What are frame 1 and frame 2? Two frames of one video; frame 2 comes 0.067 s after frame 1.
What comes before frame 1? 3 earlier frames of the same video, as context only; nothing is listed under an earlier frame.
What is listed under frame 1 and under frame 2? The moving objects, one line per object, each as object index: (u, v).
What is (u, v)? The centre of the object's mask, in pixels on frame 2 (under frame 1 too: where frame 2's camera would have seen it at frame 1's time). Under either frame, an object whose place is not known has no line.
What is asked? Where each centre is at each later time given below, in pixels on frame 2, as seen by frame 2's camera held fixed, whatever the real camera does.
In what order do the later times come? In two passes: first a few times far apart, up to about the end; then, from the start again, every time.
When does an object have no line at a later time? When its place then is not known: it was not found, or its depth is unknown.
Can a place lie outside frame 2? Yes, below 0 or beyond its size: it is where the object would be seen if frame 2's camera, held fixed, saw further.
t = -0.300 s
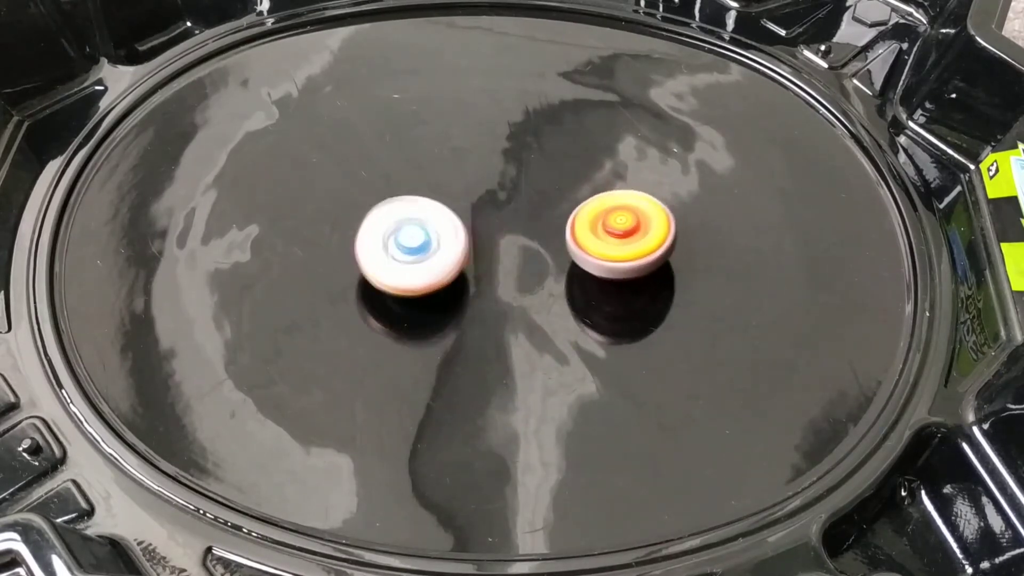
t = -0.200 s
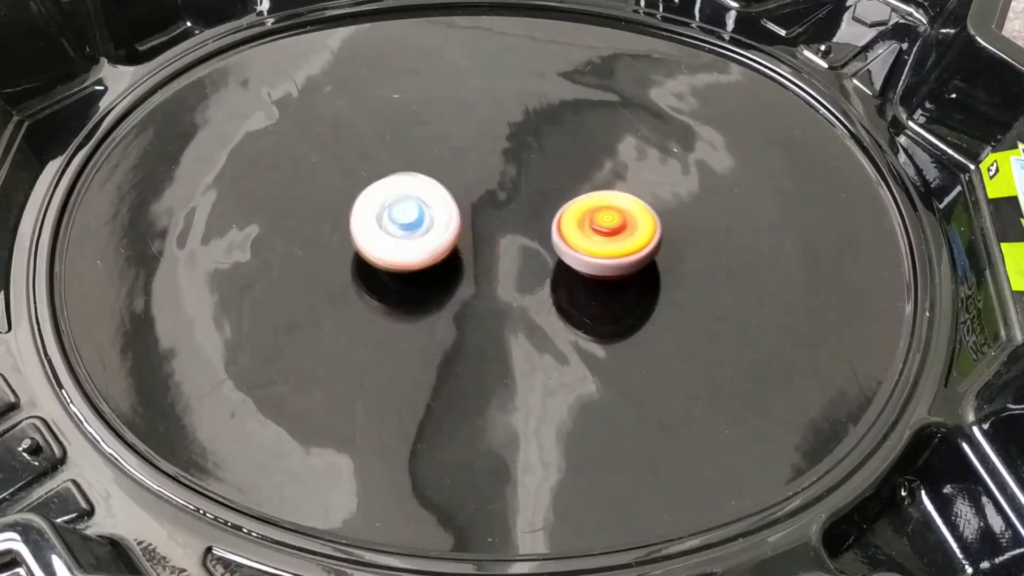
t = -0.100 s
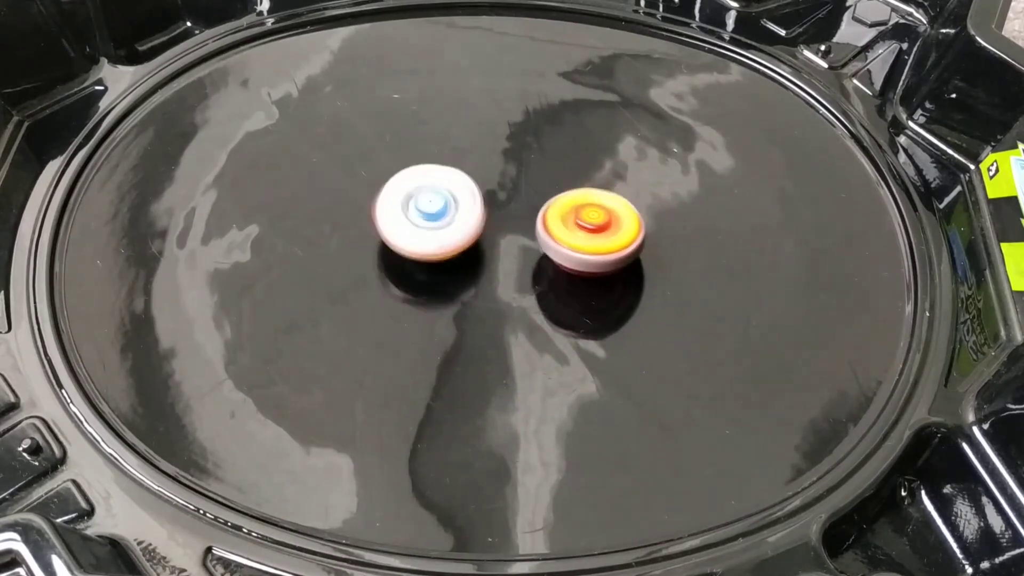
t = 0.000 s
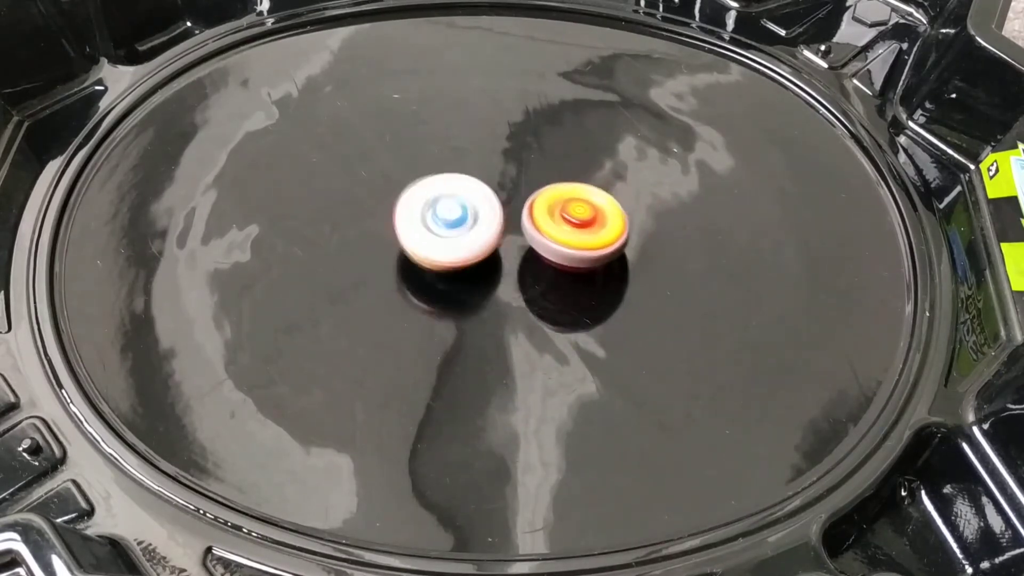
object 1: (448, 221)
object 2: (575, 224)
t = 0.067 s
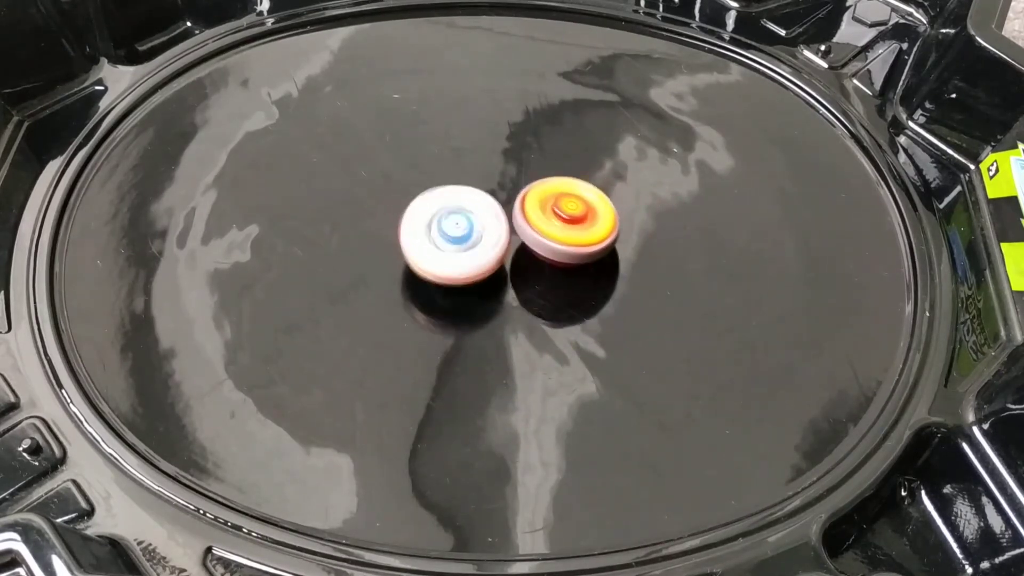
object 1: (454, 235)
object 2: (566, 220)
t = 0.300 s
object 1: (429, 286)
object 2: (543, 200)
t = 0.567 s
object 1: (394, 253)
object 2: (535, 184)
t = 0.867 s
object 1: (396, 263)
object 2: (553, 190)
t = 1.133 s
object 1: (378, 228)
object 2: (533, 212)
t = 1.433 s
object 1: (415, 271)
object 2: (553, 223)
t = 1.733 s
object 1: (415, 296)
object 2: (534, 212)
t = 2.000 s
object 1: (450, 280)
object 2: (526, 201)
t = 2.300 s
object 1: (427, 293)
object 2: (526, 200)
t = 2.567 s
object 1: (423, 278)
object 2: (529, 203)
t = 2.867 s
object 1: (378, 274)
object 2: (543, 191)
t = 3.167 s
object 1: (358, 229)
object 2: (530, 193)
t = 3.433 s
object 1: (433, 283)
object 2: (527, 202)
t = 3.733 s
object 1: (412, 316)
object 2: (507, 204)
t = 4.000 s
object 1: (441, 283)
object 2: (499, 194)
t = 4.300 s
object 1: (468, 307)
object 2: (501, 183)
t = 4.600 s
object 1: (454, 326)
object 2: (490, 194)
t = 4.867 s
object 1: (475, 294)
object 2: (478, 180)
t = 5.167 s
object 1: (498, 309)
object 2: (472, 173)
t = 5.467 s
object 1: (517, 272)
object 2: (466, 186)
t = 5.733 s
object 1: (560, 271)
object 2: (449, 194)
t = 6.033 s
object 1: (519, 271)
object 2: (435, 187)
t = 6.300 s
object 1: (519, 276)
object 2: (431, 182)
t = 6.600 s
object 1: (474, 286)
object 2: (421, 198)
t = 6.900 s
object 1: (467, 276)
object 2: (399, 186)
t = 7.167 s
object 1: (494, 279)
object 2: (399, 190)
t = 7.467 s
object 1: (502, 287)
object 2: (394, 212)
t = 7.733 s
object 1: (500, 276)
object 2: (379, 232)
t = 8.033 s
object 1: (521, 276)
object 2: (378, 233)
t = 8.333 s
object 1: (506, 281)
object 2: (382, 247)
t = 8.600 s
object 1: (546, 279)
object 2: (370, 265)
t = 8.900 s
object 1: (573, 302)
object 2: (390, 271)
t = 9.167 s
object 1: (513, 267)
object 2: (385, 281)
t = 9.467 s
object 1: (505, 204)
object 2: (398, 276)
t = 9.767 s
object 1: (514, 237)
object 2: (403, 290)
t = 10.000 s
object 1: (532, 229)
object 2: (350, 321)
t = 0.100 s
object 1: (456, 243)
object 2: (562, 217)
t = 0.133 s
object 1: (456, 252)
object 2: (558, 214)
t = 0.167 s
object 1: (455, 263)
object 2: (554, 211)
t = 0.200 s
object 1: (452, 272)
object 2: (551, 208)
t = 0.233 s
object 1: (446, 279)
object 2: (548, 205)
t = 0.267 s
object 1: (438, 283)
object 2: (545, 203)
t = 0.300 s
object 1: (429, 286)
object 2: (543, 200)
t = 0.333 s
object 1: (419, 286)
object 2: (541, 197)
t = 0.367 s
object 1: (410, 286)
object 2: (539, 194)
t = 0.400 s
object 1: (402, 284)
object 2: (538, 192)
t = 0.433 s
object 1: (397, 279)
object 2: (537, 189)
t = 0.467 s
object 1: (394, 273)
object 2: (537, 187)
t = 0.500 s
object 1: (391, 266)
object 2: (536, 186)
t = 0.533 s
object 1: (391, 260)
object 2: (536, 184)
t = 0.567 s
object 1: (394, 253)
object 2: (535, 184)
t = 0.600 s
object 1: (400, 248)
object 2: (534, 184)
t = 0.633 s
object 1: (408, 243)
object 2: (533, 184)
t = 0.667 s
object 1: (418, 240)
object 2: (531, 185)
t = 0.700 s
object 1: (428, 238)
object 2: (530, 186)
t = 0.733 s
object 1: (438, 239)
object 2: (530, 186)
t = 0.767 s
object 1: (432, 248)
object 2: (539, 184)
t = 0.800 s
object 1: (420, 256)
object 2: (549, 184)
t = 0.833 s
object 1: (408, 261)
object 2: (553, 187)
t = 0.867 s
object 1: (396, 263)
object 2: (553, 190)
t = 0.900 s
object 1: (384, 262)
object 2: (552, 193)
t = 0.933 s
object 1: (373, 259)
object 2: (550, 195)
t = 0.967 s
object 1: (365, 256)
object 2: (548, 198)
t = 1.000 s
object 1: (360, 250)
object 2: (547, 202)
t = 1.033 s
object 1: (359, 243)
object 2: (544, 204)
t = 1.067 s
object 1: (361, 236)
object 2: (541, 207)
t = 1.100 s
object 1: (368, 232)
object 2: (537, 210)
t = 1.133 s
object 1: (378, 228)
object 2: (533, 212)
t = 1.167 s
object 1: (390, 227)
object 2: (529, 213)
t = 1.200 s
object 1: (405, 229)
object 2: (525, 215)
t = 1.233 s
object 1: (413, 233)
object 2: (527, 216)
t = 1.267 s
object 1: (409, 240)
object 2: (543, 216)
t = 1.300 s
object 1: (411, 247)
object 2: (554, 218)
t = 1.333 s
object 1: (413, 253)
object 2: (561, 221)
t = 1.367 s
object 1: (415, 260)
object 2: (561, 223)
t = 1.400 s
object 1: (415, 266)
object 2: (557, 224)
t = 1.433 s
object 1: (415, 271)
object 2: (553, 223)
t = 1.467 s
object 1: (414, 277)
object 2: (550, 222)
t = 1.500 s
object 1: (411, 282)
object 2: (548, 221)
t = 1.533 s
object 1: (410, 286)
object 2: (545, 220)
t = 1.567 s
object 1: (410, 290)
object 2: (543, 219)
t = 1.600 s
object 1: (411, 293)
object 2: (541, 218)
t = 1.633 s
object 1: (411, 294)
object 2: (539, 216)
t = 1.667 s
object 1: (412, 295)
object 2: (537, 215)
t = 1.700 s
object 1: (414, 296)
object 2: (536, 214)
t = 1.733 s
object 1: (415, 296)
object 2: (534, 212)
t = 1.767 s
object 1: (418, 295)
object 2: (532, 211)
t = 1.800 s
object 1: (422, 293)
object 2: (531, 209)
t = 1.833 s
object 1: (425, 290)
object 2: (530, 207)
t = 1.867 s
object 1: (430, 288)
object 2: (529, 206)
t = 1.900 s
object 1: (434, 285)
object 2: (528, 205)
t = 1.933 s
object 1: (439, 281)
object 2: (526, 204)
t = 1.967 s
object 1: (447, 279)
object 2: (525, 204)
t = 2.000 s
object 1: (450, 280)
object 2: (526, 201)
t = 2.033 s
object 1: (447, 285)
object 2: (533, 197)
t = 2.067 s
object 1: (443, 289)
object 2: (535, 196)
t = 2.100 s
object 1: (440, 291)
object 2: (535, 196)
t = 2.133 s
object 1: (436, 292)
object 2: (533, 196)
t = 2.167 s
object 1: (433, 294)
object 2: (532, 197)
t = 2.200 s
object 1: (430, 295)
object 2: (530, 197)
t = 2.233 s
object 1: (429, 295)
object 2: (529, 198)
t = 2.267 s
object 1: (428, 295)
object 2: (528, 199)
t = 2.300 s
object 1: (427, 293)
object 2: (526, 200)
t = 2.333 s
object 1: (427, 292)
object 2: (525, 202)
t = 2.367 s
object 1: (428, 290)
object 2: (523, 203)
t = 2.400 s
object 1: (430, 287)
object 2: (521, 205)
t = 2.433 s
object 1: (432, 284)
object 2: (519, 207)
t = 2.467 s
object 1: (436, 280)
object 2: (517, 208)
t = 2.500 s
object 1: (432, 279)
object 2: (520, 206)
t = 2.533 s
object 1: (425, 281)
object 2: (526, 203)
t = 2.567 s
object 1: (423, 278)
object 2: (529, 203)
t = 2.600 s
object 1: (422, 276)
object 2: (526, 205)
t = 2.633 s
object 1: (420, 274)
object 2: (524, 206)
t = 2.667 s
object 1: (420, 271)
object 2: (521, 205)
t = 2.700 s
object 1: (420, 268)
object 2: (519, 206)
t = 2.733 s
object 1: (421, 265)
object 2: (517, 206)
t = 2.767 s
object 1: (423, 262)
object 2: (515, 206)
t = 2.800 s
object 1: (411, 266)
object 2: (522, 201)
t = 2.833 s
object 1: (393, 271)
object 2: (535, 193)
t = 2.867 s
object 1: (378, 274)
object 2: (543, 191)
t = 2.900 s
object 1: (363, 274)
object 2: (544, 191)
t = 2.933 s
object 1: (350, 271)
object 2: (542, 191)
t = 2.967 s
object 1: (340, 266)
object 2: (540, 192)
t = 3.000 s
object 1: (334, 260)
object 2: (539, 191)
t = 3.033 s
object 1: (330, 253)
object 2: (537, 191)
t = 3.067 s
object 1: (331, 245)
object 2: (535, 191)
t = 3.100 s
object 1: (336, 238)
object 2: (533, 191)
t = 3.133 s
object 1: (346, 232)
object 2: (532, 192)
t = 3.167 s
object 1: (358, 229)
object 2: (530, 193)
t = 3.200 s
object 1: (373, 228)
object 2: (529, 194)
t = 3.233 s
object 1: (389, 230)
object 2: (527, 195)
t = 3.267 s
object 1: (404, 233)
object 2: (524, 196)
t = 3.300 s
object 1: (419, 239)
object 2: (522, 197)
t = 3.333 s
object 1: (424, 249)
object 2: (527, 196)
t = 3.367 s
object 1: (427, 260)
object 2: (531, 197)
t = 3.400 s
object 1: (431, 271)
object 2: (530, 200)
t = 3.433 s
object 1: (433, 283)
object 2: (527, 202)
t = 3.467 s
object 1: (432, 293)
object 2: (524, 203)
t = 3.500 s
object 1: (430, 302)
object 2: (522, 203)
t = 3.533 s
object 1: (427, 309)
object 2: (519, 203)
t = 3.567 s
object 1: (425, 315)
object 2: (518, 204)
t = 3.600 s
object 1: (421, 318)
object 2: (515, 204)
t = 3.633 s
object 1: (418, 319)
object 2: (513, 204)
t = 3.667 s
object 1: (415, 320)
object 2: (511, 204)
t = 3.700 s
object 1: (413, 318)
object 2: (509, 204)
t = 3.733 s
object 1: (412, 316)
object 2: (507, 204)
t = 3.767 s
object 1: (412, 314)
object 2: (506, 203)
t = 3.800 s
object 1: (413, 311)
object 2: (504, 203)
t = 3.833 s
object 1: (416, 307)
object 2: (502, 202)
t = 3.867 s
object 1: (421, 301)
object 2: (501, 201)
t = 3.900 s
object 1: (427, 295)
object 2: (499, 200)
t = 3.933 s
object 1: (432, 288)
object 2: (498, 200)
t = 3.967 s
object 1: (438, 282)
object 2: (497, 199)
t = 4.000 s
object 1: (441, 283)
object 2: (499, 194)
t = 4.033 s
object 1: (444, 284)
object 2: (501, 193)
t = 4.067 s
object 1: (448, 285)
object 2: (500, 194)
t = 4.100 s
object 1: (452, 285)
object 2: (499, 194)
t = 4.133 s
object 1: (456, 286)
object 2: (499, 193)
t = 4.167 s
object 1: (460, 286)
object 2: (498, 193)
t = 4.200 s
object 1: (465, 285)
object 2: (497, 192)
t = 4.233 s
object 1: (467, 292)
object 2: (498, 188)
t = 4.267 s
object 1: (468, 300)
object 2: (500, 183)
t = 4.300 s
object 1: (468, 307)
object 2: (501, 183)
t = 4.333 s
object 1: (467, 313)
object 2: (501, 184)
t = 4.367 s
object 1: (465, 319)
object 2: (500, 184)
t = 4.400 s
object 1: (464, 325)
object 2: (499, 185)
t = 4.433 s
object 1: (463, 328)
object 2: (497, 186)
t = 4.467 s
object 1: (461, 331)
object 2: (497, 188)
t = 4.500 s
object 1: (459, 331)
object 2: (495, 189)
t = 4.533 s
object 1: (457, 331)
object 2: (494, 191)
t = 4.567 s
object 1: (455, 330)
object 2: (492, 193)
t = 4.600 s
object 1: (454, 326)
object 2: (490, 194)
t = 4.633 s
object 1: (455, 323)
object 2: (488, 195)
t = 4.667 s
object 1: (456, 317)
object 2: (486, 197)
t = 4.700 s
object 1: (458, 311)
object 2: (484, 197)
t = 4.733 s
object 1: (460, 304)
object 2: (482, 199)
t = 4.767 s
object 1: (463, 296)
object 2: (480, 199)
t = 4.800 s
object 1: (467, 289)
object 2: (478, 199)
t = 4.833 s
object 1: (470, 289)
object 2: (477, 191)
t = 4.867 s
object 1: (475, 294)
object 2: (478, 180)
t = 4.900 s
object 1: (481, 297)
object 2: (478, 176)
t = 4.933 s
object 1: (486, 302)
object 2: (479, 175)
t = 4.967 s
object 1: (490, 306)
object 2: (478, 176)
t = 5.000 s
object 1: (492, 309)
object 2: (476, 176)
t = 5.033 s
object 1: (494, 310)
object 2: (474, 176)
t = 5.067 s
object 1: (495, 311)
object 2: (473, 174)
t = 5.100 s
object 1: (496, 311)
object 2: (473, 174)
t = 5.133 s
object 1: (498, 310)
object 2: (472, 173)
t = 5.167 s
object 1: (498, 309)
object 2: (472, 173)
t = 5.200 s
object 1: (499, 306)
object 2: (472, 173)
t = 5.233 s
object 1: (498, 304)
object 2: (472, 174)
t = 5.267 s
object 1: (499, 300)
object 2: (472, 175)
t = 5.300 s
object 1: (499, 298)
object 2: (471, 177)
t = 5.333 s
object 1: (500, 293)
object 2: (471, 178)
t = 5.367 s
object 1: (501, 288)
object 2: (470, 180)
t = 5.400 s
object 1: (503, 282)
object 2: (469, 183)
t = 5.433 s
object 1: (508, 277)
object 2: (467, 184)
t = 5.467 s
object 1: (517, 272)
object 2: (466, 186)
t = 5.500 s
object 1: (527, 268)
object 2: (464, 188)
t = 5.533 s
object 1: (536, 266)
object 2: (463, 190)
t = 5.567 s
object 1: (544, 264)
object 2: (460, 191)
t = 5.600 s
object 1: (550, 264)
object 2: (458, 193)
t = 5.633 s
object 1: (555, 265)
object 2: (456, 193)
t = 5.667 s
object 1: (558, 267)
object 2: (453, 194)
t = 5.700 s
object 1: (559, 268)
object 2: (451, 194)
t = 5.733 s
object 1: (560, 271)
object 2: (449, 194)
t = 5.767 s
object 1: (559, 273)
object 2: (447, 194)
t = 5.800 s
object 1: (558, 274)
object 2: (444, 193)
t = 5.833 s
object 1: (555, 275)
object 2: (442, 193)
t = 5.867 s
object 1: (552, 276)
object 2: (441, 192)
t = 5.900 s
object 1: (546, 276)
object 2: (439, 191)
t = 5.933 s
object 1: (539, 275)
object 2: (437, 189)
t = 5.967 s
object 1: (531, 275)
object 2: (436, 189)
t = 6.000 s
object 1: (524, 273)
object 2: (435, 187)
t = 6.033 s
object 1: (519, 271)
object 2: (435, 187)
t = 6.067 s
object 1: (515, 267)
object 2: (434, 186)
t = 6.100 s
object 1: (513, 264)
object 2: (434, 186)
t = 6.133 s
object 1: (509, 261)
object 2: (434, 185)
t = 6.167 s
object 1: (507, 258)
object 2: (434, 186)
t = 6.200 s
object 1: (511, 263)
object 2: (430, 181)
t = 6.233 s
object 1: (514, 267)
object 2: (430, 178)
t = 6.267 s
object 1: (517, 272)
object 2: (431, 179)
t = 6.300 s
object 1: (519, 276)
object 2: (431, 182)
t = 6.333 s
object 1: (519, 280)
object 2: (430, 184)
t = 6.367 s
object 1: (518, 284)
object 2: (429, 185)
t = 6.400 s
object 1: (513, 290)
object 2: (429, 187)
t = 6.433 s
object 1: (508, 294)
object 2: (428, 189)
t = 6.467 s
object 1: (500, 296)
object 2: (427, 191)
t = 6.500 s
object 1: (492, 295)
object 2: (425, 193)
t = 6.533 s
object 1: (485, 292)
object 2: (424, 195)
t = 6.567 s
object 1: (479, 289)
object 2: (422, 196)
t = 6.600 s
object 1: (474, 286)
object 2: (421, 198)
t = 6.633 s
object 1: (469, 282)
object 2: (419, 199)
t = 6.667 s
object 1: (464, 279)
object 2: (417, 200)
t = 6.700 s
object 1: (465, 280)
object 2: (412, 198)
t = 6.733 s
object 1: (466, 282)
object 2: (407, 191)
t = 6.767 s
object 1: (466, 282)
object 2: (404, 187)
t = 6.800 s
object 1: (466, 281)
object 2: (403, 187)
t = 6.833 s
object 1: (466, 280)
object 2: (402, 187)
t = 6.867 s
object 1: (466, 278)
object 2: (401, 187)
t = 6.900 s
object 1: (467, 276)
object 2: (399, 186)
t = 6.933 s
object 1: (470, 275)
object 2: (399, 186)
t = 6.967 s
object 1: (472, 275)
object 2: (398, 185)
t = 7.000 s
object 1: (475, 274)
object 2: (398, 185)
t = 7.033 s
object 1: (478, 274)
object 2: (398, 185)
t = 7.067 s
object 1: (482, 276)
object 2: (398, 186)
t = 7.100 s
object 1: (487, 277)
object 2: (399, 187)
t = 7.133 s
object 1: (490, 278)
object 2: (399, 188)
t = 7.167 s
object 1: (494, 279)
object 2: (399, 190)
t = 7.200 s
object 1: (496, 280)
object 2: (400, 192)
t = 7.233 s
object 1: (499, 281)
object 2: (400, 194)
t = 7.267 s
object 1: (500, 282)
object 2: (399, 196)
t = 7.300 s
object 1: (501, 284)
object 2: (399, 199)
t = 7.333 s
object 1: (501, 285)
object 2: (399, 201)
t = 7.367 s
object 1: (502, 286)
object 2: (398, 203)
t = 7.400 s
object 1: (502, 286)
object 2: (397, 205)
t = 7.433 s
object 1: (502, 287)
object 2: (396, 208)
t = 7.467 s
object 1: (502, 287)
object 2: (394, 212)
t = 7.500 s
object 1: (502, 287)
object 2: (393, 216)
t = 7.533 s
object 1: (501, 286)
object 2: (390, 220)
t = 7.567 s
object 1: (501, 285)
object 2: (388, 224)
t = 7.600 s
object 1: (501, 284)
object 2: (386, 227)
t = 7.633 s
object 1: (499, 282)
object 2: (383, 229)
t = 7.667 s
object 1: (499, 280)
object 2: (381, 231)
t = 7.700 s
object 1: (499, 279)
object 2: (380, 231)
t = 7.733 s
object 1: (500, 276)
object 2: (379, 232)
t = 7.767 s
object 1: (502, 274)
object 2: (378, 231)
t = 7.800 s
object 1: (504, 273)
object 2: (378, 232)
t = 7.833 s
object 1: (506, 272)
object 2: (378, 232)
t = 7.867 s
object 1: (509, 272)
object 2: (378, 232)
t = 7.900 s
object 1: (511, 272)
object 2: (377, 232)
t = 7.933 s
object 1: (514, 272)
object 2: (377, 232)
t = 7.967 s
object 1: (516, 273)
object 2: (377, 232)
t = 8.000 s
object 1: (520, 275)
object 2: (378, 233)
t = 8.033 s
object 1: (521, 276)
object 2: (378, 233)
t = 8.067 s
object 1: (522, 277)
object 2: (378, 234)
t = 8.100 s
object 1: (522, 279)
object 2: (378, 235)
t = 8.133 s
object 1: (521, 281)
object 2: (379, 236)
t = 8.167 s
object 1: (519, 282)
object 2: (379, 238)
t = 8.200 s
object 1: (517, 282)
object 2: (379, 239)
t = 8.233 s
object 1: (515, 282)
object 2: (379, 240)
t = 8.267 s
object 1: (513, 283)
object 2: (380, 242)
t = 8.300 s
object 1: (510, 282)
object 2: (380, 244)
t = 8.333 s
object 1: (506, 281)
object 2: (382, 247)
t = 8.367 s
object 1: (502, 279)
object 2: (382, 249)
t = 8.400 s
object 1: (500, 278)
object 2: (384, 253)
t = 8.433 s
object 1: (498, 277)
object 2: (389, 257)
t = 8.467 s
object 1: (499, 276)
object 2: (392, 261)
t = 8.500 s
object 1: (513, 277)
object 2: (383, 262)
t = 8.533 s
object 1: (527, 277)
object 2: (376, 265)
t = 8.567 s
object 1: (537, 277)
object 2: (372, 265)
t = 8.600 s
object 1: (546, 279)
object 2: (370, 265)
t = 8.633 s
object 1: (556, 281)
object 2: (371, 266)
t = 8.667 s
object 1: (565, 284)
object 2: (375, 267)
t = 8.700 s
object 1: (571, 287)
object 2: (378, 268)
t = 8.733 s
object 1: (576, 290)
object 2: (382, 267)
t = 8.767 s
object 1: (579, 293)
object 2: (384, 268)
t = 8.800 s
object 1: (581, 297)
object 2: (385, 268)
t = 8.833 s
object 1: (580, 299)
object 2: (387, 269)
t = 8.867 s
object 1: (577, 301)
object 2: (388, 269)
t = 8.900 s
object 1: (573, 302)
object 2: (390, 271)
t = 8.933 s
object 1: (567, 303)
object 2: (391, 273)
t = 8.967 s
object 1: (559, 301)
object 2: (391, 275)
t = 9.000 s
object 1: (550, 298)
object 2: (391, 277)
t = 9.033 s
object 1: (541, 294)
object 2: (390, 279)
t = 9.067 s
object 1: (532, 289)
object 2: (388, 280)
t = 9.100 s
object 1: (525, 282)
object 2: (387, 281)
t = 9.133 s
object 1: (517, 276)
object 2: (385, 281)
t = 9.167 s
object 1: (513, 267)
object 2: (385, 281)
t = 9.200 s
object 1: (510, 259)
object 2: (385, 280)
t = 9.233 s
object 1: (507, 251)
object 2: (387, 280)
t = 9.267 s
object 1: (505, 242)
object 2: (387, 281)
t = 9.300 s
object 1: (503, 235)
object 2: (386, 280)
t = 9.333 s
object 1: (502, 227)
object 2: (388, 280)
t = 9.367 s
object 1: (502, 220)
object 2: (388, 279)
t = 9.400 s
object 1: (501, 214)
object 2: (390, 277)
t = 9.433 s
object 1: (502, 208)
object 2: (394, 277)
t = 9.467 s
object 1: (505, 204)
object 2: (398, 276)
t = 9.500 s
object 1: (510, 202)
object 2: (402, 277)
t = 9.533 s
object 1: (517, 201)
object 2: (403, 278)
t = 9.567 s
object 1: (523, 204)
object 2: (404, 280)
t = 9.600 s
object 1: (527, 209)
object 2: (405, 282)
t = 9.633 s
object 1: (530, 216)
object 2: (406, 285)
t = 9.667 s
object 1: (529, 223)
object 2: (406, 287)
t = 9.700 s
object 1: (525, 228)
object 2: (405, 289)
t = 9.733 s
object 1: (519, 233)
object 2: (403, 290)
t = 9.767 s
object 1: (514, 237)
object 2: (403, 290)
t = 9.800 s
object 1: (509, 241)
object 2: (403, 290)
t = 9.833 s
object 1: (504, 245)
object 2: (404, 290)
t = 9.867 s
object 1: (500, 248)
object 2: (402, 292)
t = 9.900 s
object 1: (508, 242)
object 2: (383, 300)
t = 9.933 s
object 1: (518, 236)
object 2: (370, 311)
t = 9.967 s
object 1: (525, 232)
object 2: (357, 316)
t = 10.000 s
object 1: (532, 229)
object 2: (350, 321)
